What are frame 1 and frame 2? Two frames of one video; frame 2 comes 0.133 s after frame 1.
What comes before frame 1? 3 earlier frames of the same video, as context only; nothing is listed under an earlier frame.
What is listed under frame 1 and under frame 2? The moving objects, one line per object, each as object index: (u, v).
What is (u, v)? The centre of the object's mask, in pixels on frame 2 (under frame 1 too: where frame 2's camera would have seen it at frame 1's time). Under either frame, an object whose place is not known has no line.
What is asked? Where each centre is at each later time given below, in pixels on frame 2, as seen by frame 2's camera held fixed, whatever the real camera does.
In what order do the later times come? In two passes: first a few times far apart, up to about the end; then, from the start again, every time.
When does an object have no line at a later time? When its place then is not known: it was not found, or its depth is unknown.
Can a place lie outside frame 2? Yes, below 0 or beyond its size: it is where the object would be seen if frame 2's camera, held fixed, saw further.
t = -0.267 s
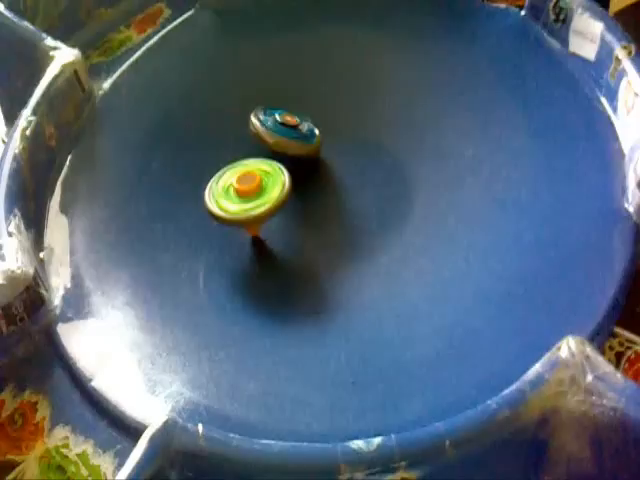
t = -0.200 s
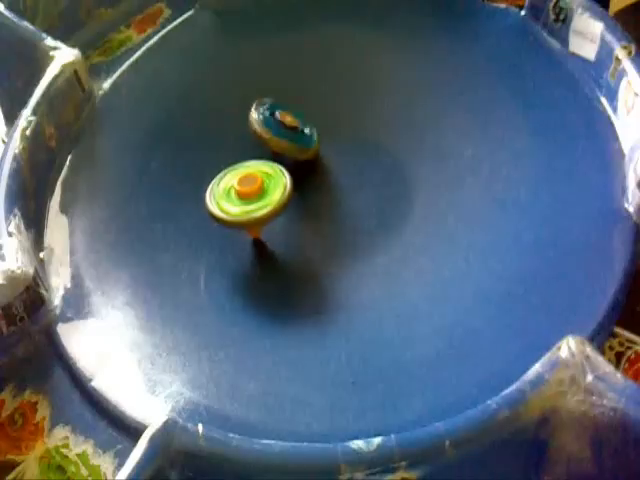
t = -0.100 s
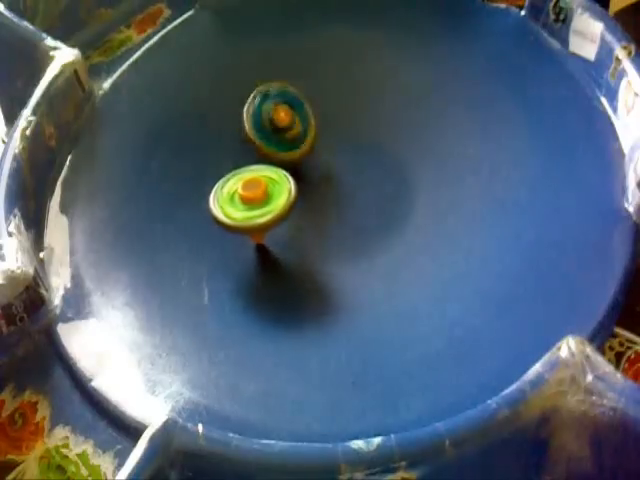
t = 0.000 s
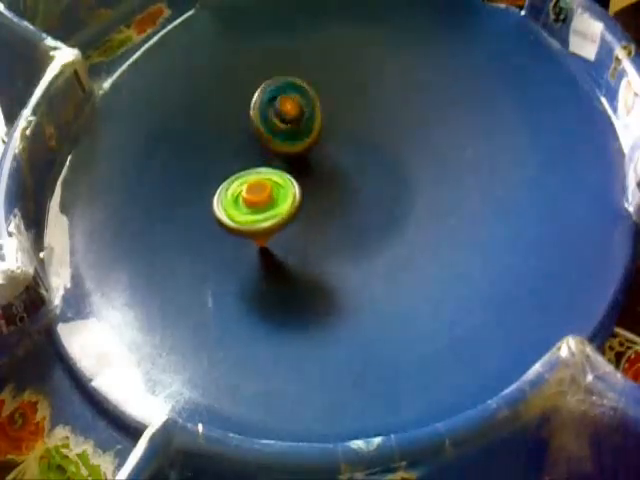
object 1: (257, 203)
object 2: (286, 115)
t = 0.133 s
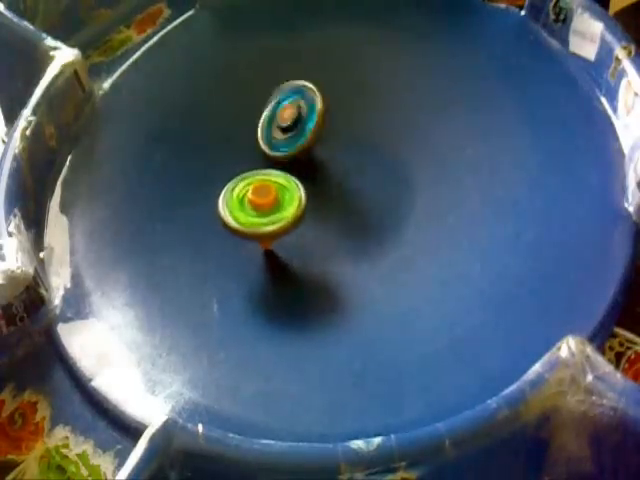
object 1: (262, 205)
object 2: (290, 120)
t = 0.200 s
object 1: (264, 204)
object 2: (296, 125)
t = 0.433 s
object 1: (228, 242)
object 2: (323, 114)
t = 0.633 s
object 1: (253, 254)
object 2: (330, 108)
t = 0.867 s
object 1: (318, 191)
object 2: (341, 102)
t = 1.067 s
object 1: (311, 172)
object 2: (335, 104)
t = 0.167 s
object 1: (263, 205)
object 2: (292, 122)
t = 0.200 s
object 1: (264, 204)
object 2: (296, 125)
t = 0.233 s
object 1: (266, 204)
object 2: (298, 127)
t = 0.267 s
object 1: (266, 203)
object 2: (299, 132)
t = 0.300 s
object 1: (267, 202)
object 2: (298, 135)
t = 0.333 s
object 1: (267, 201)
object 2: (297, 138)
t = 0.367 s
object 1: (261, 206)
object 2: (300, 134)
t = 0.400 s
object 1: (242, 227)
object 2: (308, 116)
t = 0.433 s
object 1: (228, 242)
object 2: (323, 114)
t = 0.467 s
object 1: (219, 252)
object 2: (326, 114)
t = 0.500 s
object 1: (217, 258)
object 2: (327, 113)
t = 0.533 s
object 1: (221, 261)
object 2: (328, 113)
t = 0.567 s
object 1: (230, 261)
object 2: (328, 110)
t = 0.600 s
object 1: (240, 259)
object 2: (329, 110)
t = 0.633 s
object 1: (253, 254)
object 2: (330, 108)
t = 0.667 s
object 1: (266, 248)
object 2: (332, 106)
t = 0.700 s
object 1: (280, 239)
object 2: (333, 107)
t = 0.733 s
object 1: (292, 229)
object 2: (335, 106)
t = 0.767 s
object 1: (303, 219)
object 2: (337, 105)
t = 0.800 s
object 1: (310, 207)
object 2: (339, 104)
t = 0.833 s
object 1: (315, 197)
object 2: (340, 103)
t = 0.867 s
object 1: (318, 191)
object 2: (341, 102)
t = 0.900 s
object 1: (318, 186)
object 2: (341, 102)
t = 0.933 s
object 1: (316, 183)
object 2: (341, 102)
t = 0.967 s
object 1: (315, 180)
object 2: (341, 102)
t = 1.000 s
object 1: (313, 177)
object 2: (339, 103)
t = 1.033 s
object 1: (312, 175)
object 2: (337, 104)
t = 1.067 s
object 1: (311, 172)
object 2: (335, 104)
